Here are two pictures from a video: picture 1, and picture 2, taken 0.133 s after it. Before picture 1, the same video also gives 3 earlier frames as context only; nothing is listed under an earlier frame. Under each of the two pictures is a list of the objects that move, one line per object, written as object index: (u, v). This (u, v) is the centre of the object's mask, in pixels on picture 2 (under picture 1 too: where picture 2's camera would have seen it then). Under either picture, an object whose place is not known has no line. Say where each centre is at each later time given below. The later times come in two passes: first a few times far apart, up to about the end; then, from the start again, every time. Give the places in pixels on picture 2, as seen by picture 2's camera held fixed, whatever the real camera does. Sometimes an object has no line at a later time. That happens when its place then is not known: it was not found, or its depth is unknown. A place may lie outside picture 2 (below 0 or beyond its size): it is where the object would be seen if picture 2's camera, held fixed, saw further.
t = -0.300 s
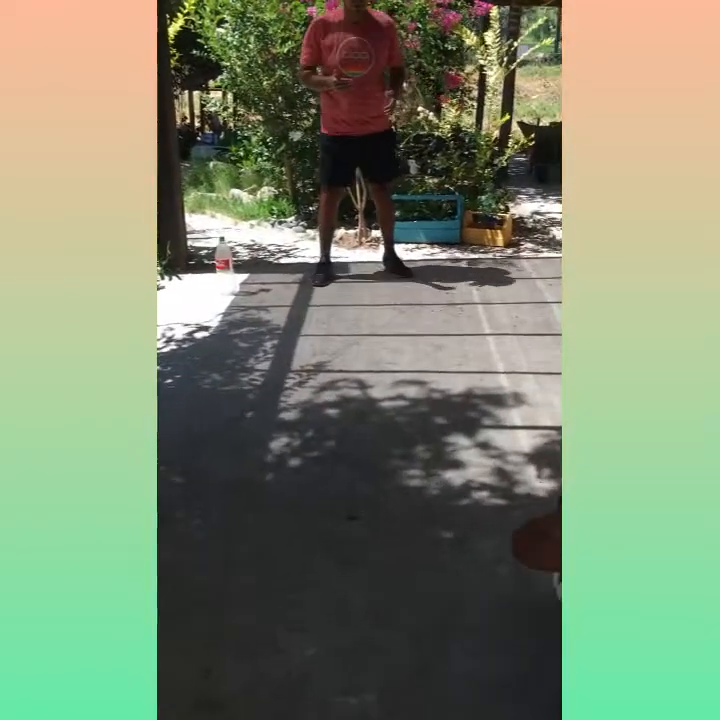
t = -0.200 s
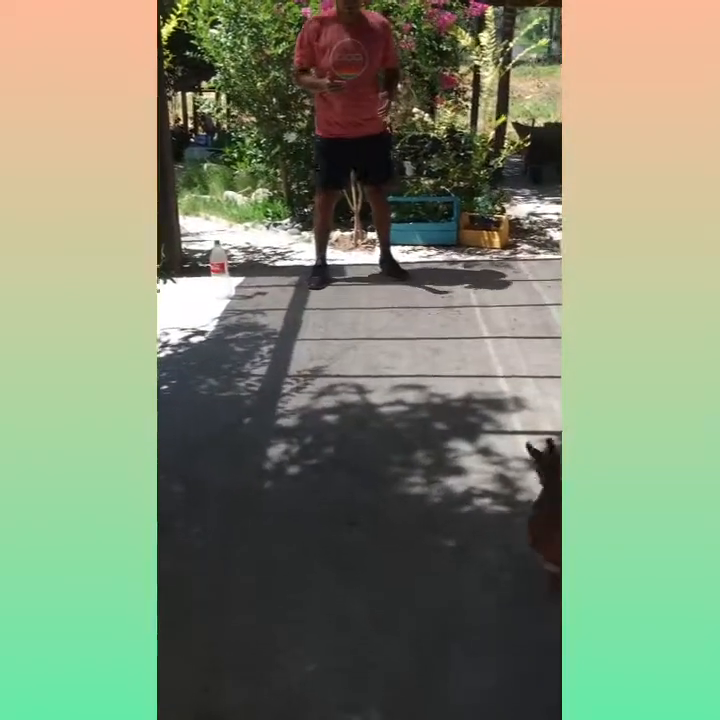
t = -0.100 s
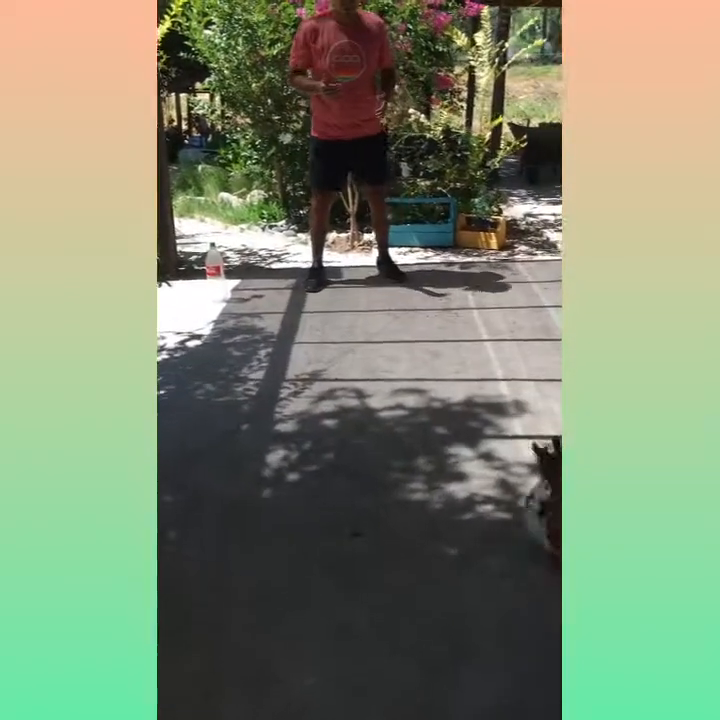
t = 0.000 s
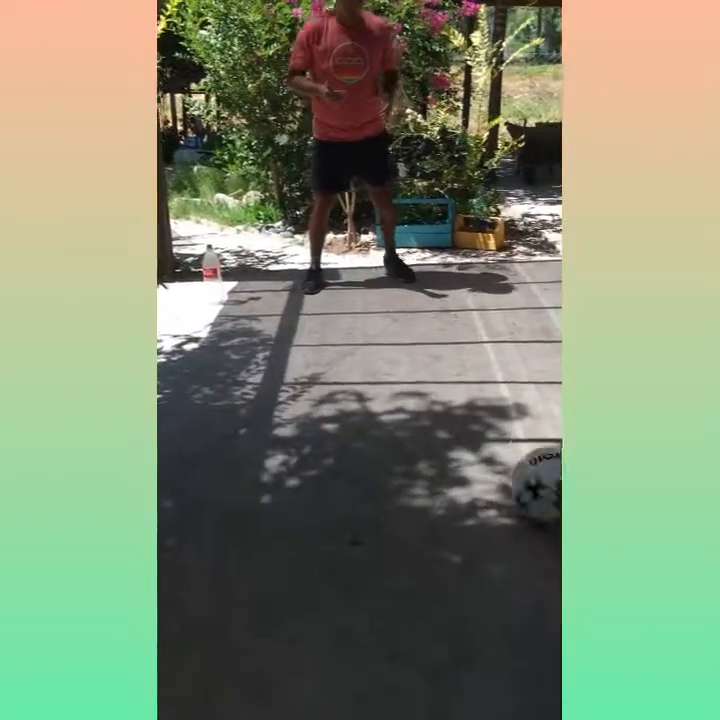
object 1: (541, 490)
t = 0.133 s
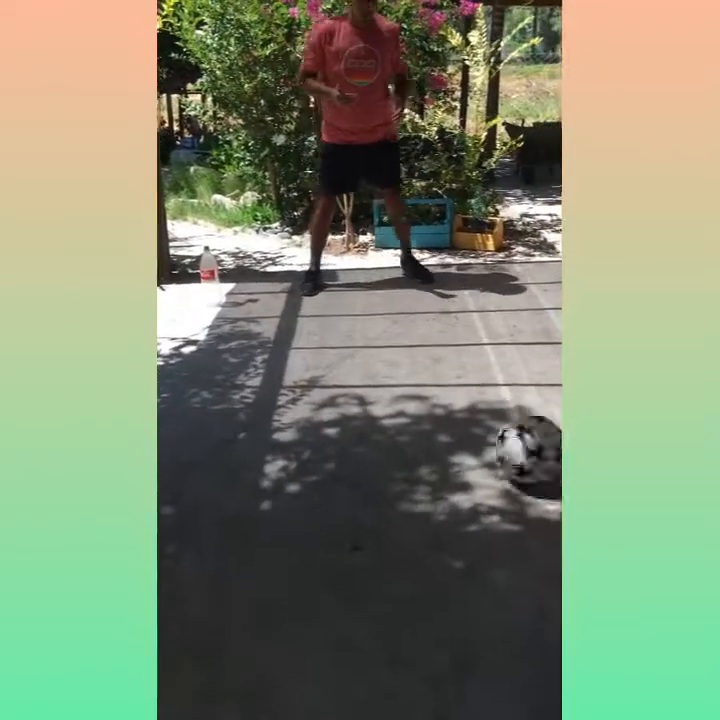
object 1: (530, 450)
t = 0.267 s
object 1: (511, 418)
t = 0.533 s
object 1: (481, 368)
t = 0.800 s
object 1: (455, 333)
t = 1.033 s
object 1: (436, 309)
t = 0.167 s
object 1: (526, 443)
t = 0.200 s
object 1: (522, 435)
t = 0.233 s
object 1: (517, 427)
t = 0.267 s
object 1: (511, 418)
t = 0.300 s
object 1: (508, 412)
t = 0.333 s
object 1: (504, 405)
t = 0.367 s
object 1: (499, 398)
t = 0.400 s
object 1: (495, 390)
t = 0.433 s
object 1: (491, 385)
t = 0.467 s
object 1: (489, 379)
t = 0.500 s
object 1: (485, 373)
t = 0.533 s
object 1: (481, 368)
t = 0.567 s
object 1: (478, 362)
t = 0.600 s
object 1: (474, 358)
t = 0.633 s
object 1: (471, 353)
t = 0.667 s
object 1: (467, 348)
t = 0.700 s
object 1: (464, 345)
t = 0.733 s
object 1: (460, 340)
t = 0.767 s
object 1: (458, 337)
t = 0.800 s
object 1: (455, 333)
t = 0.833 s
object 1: (453, 329)
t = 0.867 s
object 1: (450, 325)
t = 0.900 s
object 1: (447, 322)
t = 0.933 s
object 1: (443, 318)
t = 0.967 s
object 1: (441, 315)
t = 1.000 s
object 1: (438, 312)
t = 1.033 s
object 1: (436, 309)
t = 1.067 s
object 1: (433, 306)
